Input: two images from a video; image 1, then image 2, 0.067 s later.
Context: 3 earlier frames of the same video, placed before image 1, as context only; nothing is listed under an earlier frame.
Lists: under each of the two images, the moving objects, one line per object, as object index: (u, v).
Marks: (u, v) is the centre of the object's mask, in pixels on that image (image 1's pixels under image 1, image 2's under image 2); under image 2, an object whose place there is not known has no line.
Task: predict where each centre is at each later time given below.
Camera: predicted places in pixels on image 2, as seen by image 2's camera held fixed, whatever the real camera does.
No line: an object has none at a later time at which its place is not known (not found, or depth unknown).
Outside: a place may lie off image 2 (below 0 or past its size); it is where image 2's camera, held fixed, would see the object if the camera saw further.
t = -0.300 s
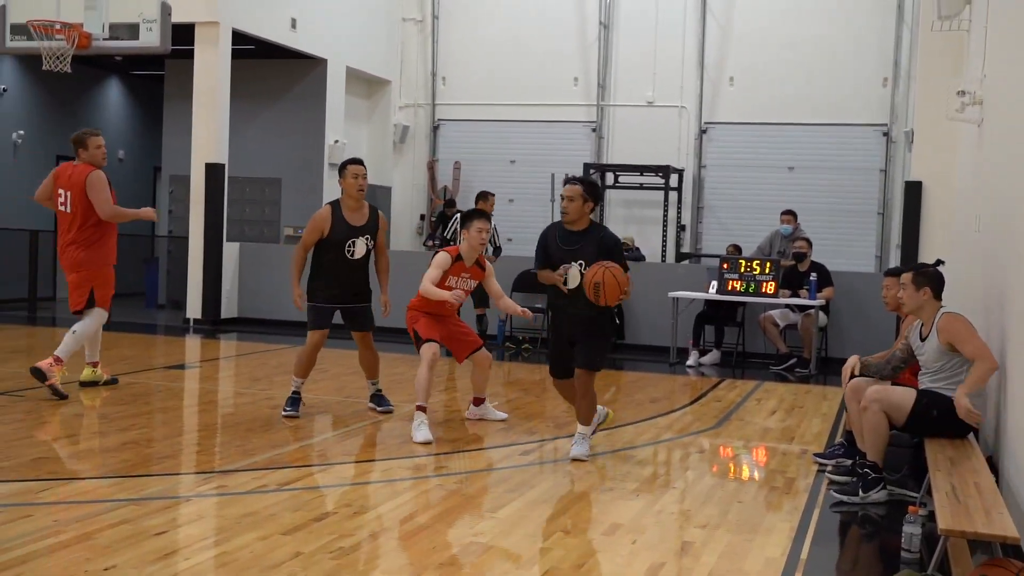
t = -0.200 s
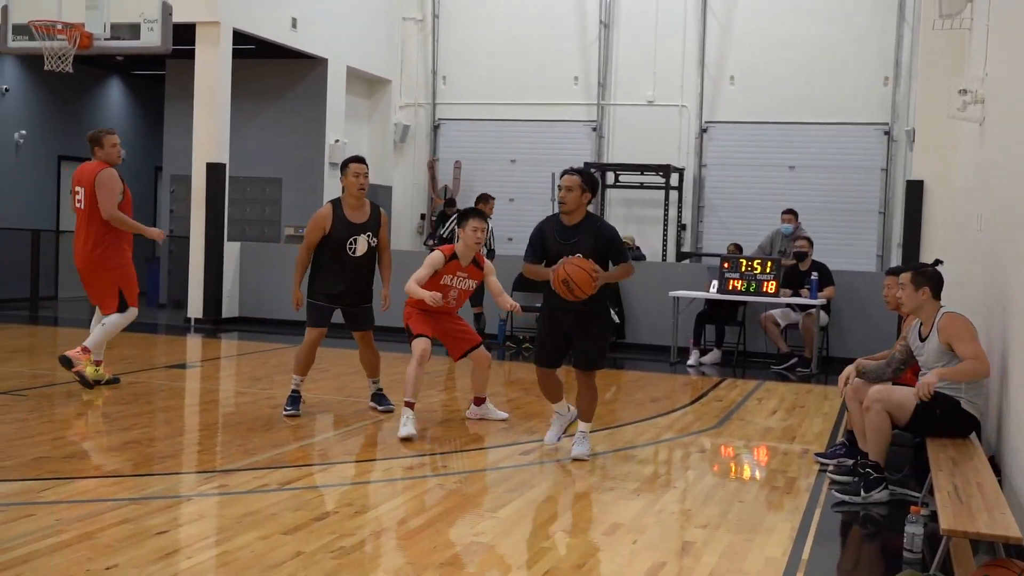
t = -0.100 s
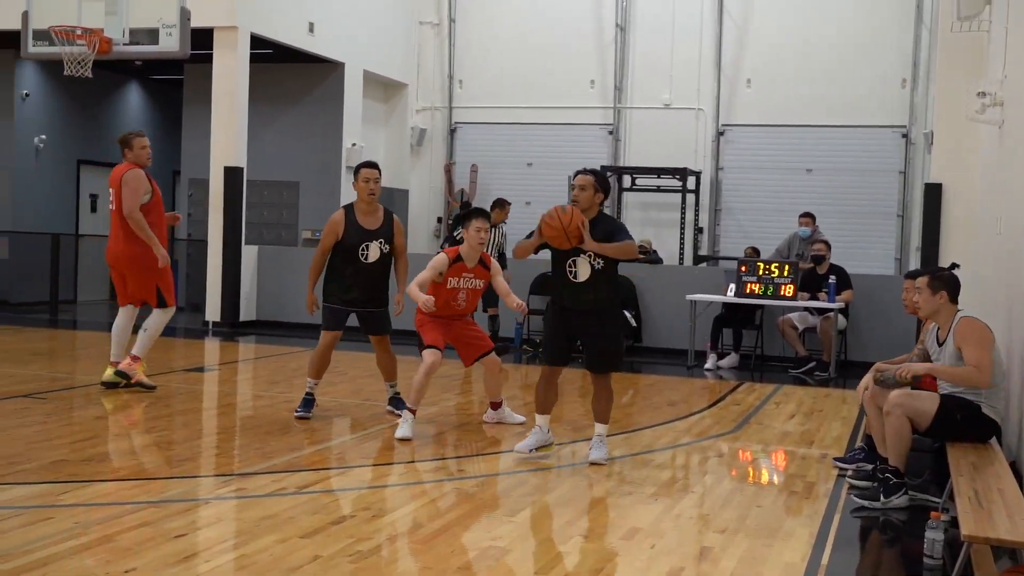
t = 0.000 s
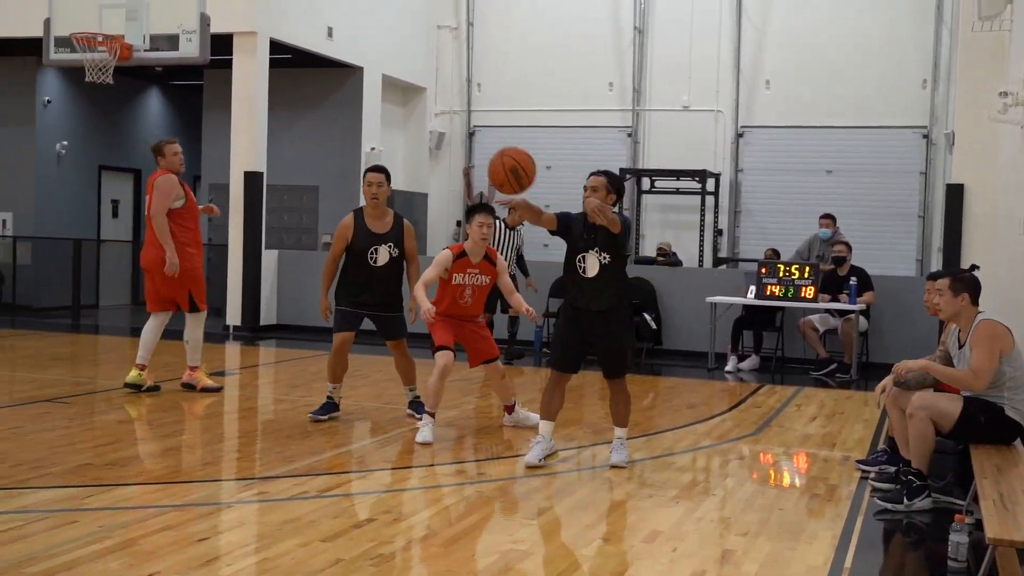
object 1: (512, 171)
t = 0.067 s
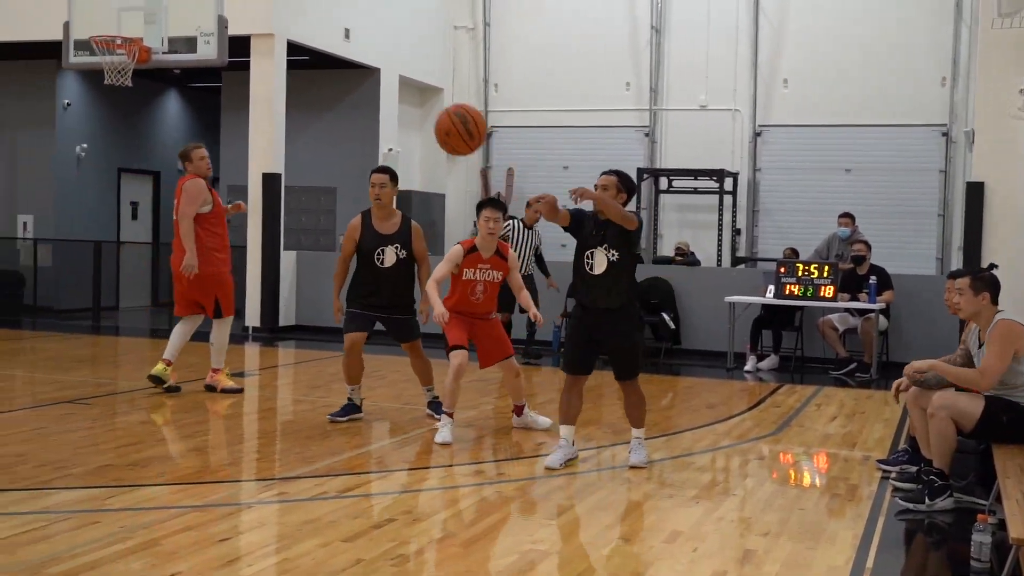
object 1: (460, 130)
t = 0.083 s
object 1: (441, 120)
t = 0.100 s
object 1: (422, 110)
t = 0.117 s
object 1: (401, 101)
